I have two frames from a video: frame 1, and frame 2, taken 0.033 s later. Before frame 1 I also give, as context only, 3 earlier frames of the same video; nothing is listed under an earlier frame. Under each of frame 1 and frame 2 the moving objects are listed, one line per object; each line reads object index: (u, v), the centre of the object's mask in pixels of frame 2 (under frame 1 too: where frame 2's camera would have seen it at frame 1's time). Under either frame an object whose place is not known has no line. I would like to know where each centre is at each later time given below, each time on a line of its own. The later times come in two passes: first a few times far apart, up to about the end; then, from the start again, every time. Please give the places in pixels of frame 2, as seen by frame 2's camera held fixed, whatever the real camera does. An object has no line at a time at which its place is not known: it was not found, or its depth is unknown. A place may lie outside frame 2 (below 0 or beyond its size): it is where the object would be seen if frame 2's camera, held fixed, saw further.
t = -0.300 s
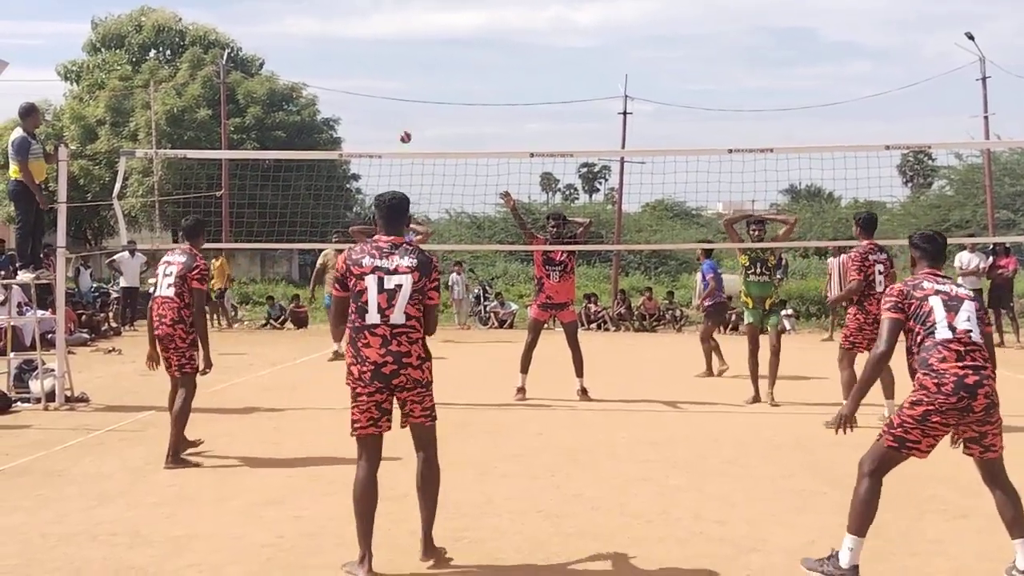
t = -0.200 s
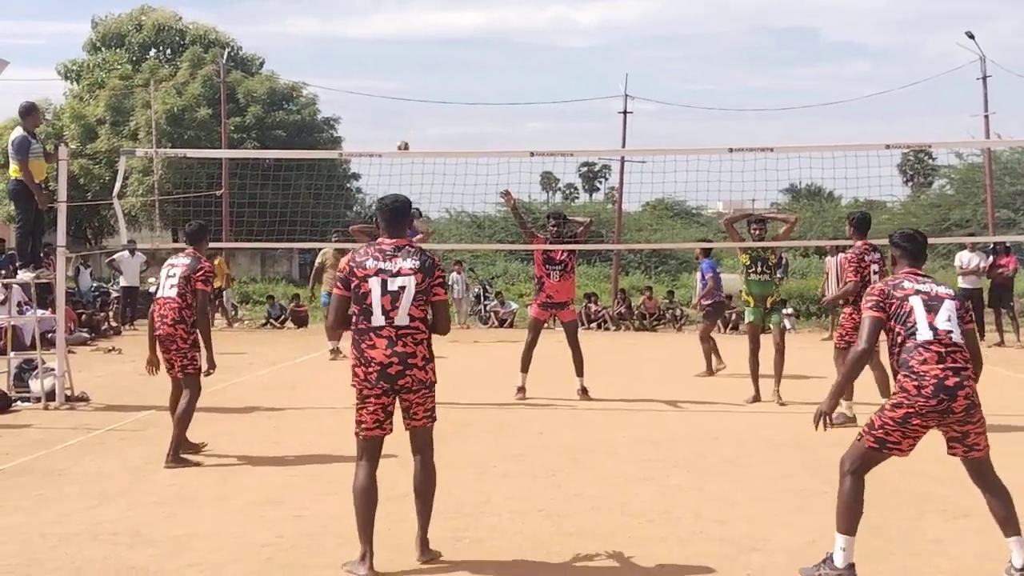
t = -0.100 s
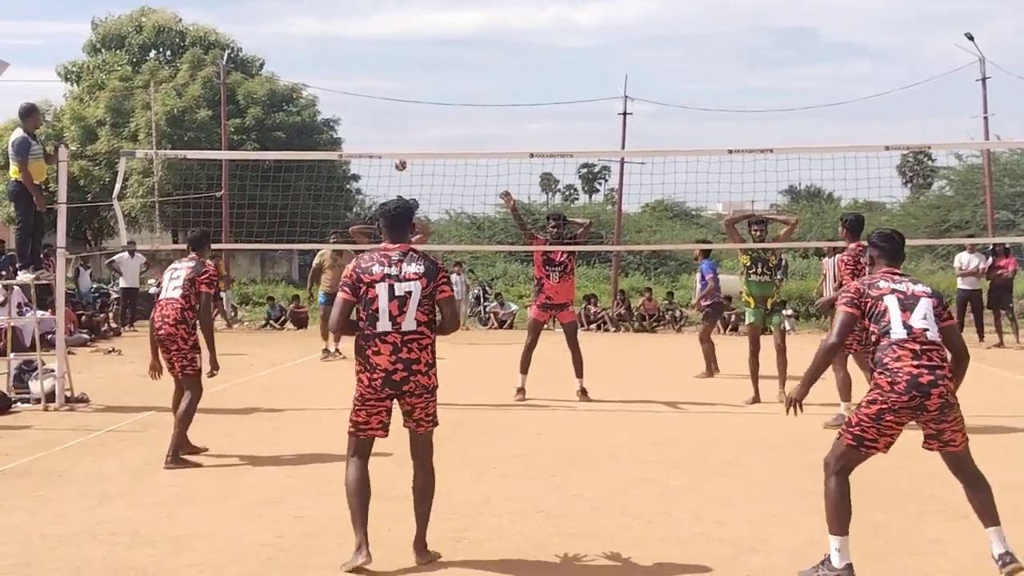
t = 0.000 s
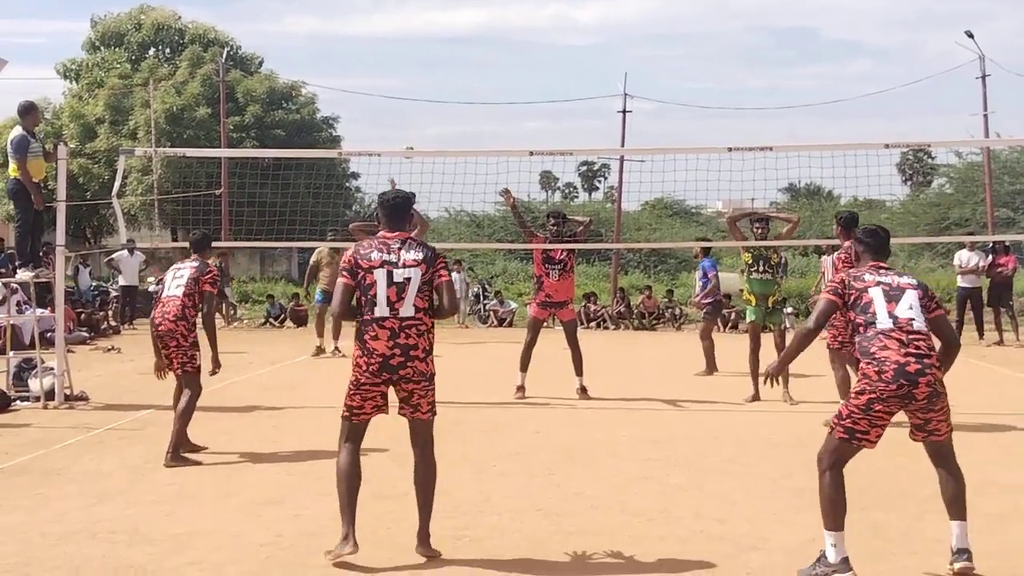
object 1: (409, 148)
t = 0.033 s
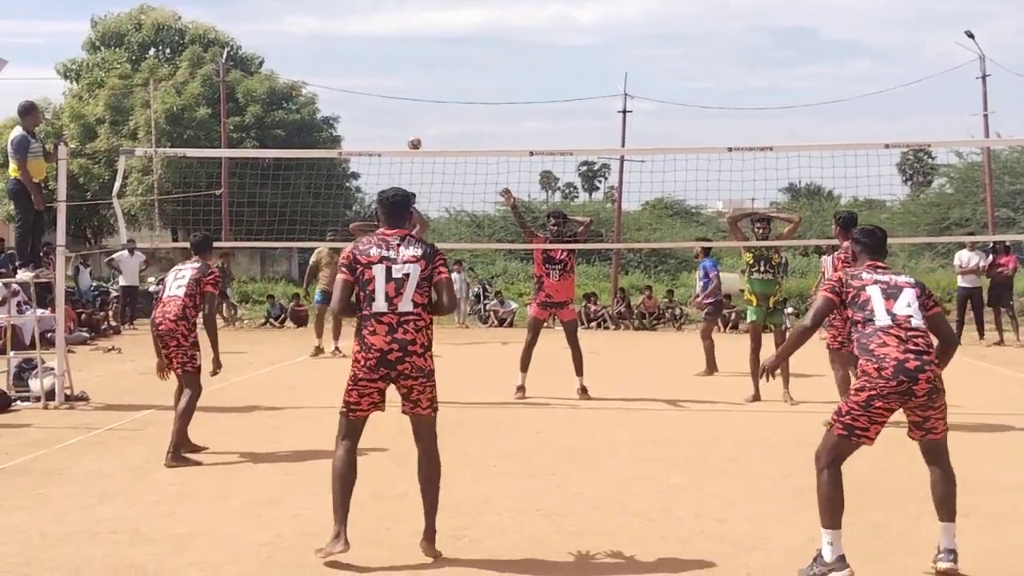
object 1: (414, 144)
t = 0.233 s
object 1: (469, 108)
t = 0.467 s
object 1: (591, 129)
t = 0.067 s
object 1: (421, 135)
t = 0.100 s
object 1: (429, 128)
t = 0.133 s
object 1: (437, 122)
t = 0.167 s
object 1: (447, 117)
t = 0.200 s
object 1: (457, 111)
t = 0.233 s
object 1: (469, 108)
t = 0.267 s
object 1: (482, 107)
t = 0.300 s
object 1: (495, 106)
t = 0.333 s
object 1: (511, 107)
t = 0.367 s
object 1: (528, 109)
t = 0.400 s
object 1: (547, 114)
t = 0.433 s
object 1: (568, 120)
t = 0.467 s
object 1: (591, 129)
